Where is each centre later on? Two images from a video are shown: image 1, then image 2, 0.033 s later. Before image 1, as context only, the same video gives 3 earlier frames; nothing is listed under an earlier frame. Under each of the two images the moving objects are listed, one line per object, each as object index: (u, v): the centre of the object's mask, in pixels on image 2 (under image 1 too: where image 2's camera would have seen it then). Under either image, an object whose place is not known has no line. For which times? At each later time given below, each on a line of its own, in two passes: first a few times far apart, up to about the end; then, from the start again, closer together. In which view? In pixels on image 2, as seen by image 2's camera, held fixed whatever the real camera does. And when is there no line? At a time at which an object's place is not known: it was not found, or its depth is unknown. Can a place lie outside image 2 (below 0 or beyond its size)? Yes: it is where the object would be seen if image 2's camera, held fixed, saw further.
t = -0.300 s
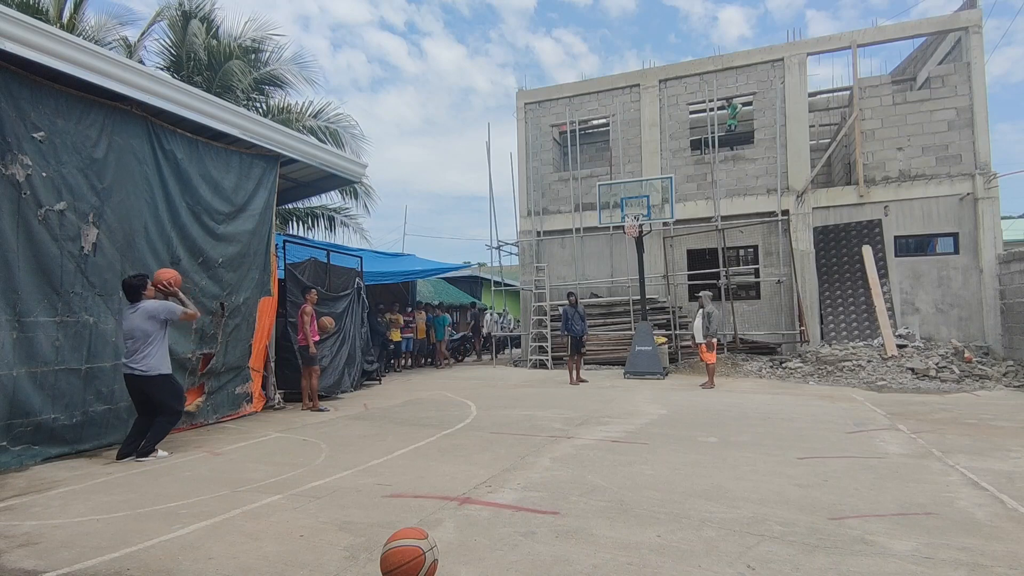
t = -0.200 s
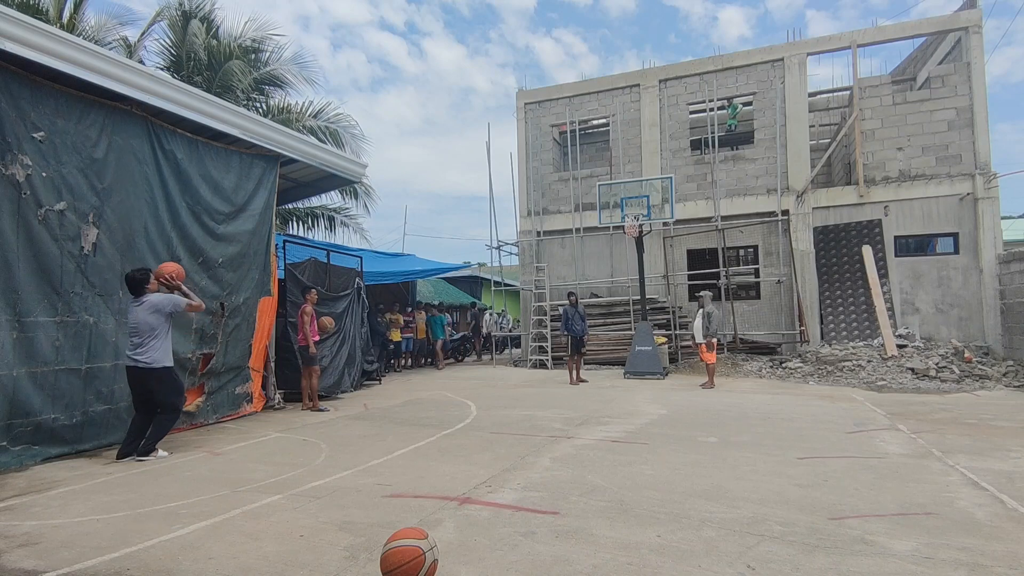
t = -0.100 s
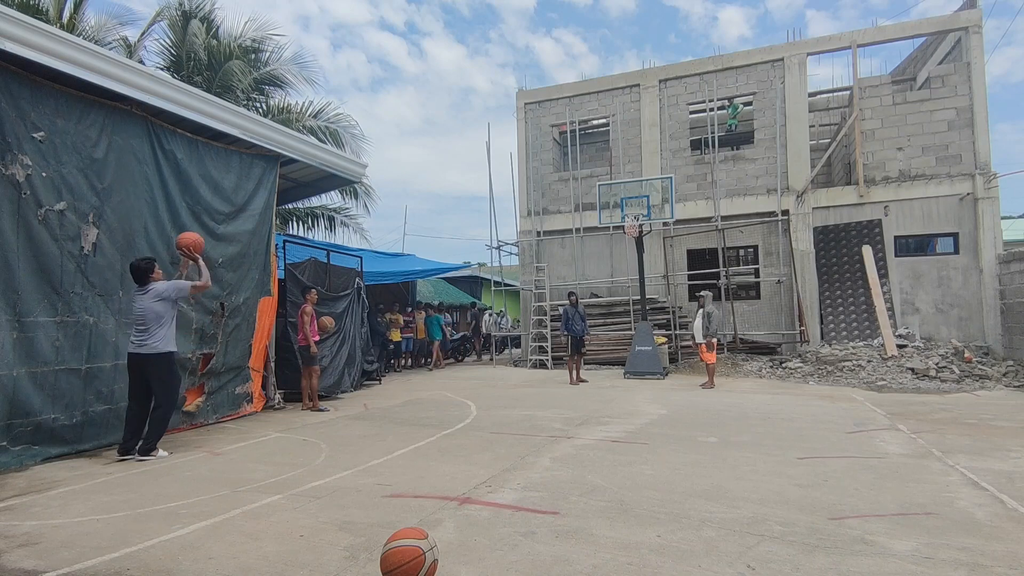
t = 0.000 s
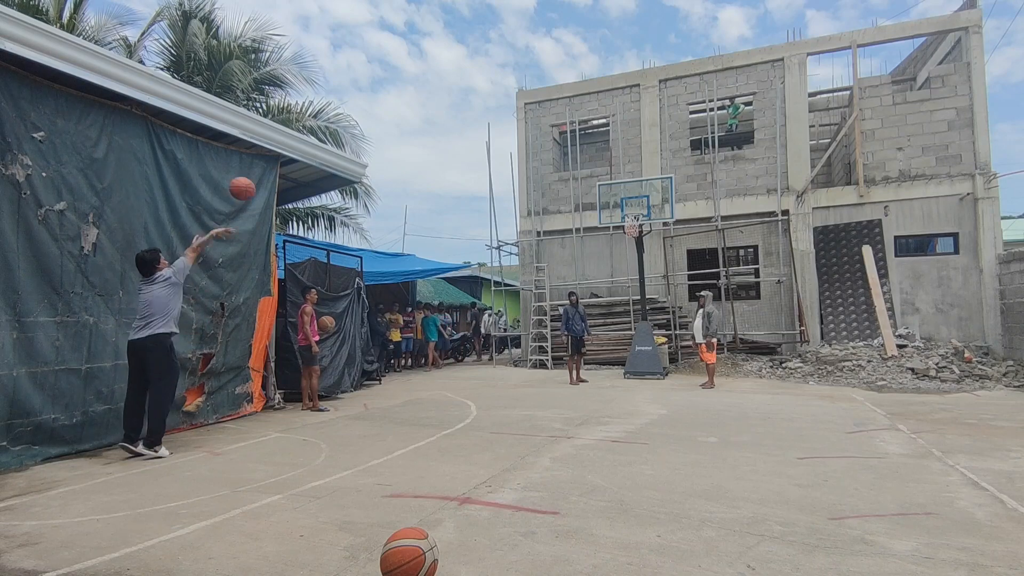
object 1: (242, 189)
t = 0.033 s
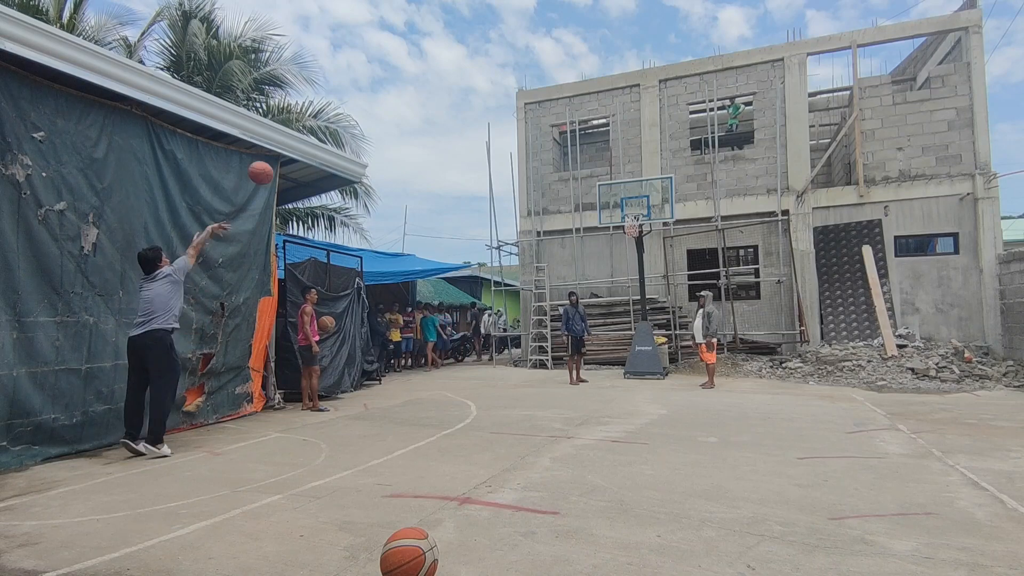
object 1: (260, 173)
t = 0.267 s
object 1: (371, 103)
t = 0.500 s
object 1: (456, 85)
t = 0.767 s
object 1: (533, 111)
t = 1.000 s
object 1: (590, 163)
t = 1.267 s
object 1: (598, 204)
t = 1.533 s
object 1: (524, 210)
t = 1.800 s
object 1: (442, 265)
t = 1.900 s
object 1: (408, 299)
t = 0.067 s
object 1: (279, 159)
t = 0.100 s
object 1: (295, 146)
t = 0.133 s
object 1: (312, 135)
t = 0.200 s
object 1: (343, 116)
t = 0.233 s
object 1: (357, 109)
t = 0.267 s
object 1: (371, 103)
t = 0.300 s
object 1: (384, 98)
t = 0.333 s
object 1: (397, 94)
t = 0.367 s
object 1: (410, 90)
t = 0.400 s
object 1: (422, 88)
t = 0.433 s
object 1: (434, 86)
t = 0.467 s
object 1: (445, 85)
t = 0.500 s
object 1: (456, 85)
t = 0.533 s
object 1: (466, 86)
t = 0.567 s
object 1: (477, 88)
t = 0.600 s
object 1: (487, 90)
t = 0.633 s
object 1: (497, 93)
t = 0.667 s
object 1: (506, 97)
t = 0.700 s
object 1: (515, 101)
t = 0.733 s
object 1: (524, 106)
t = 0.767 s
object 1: (533, 111)
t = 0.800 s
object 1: (542, 117)
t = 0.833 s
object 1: (551, 124)
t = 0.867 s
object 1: (559, 130)
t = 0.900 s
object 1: (567, 138)
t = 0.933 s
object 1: (575, 145)
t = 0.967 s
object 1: (582, 154)
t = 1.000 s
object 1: (590, 163)
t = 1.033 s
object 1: (597, 172)
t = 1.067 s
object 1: (604, 182)
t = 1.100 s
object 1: (611, 192)
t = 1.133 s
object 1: (618, 203)
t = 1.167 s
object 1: (624, 212)
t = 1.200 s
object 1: (615, 209)
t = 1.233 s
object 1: (607, 206)
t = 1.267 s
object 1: (598, 204)
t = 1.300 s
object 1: (589, 203)
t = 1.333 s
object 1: (580, 202)
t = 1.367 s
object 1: (571, 201)
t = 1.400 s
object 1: (561, 202)
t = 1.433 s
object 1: (552, 203)
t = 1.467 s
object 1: (543, 204)
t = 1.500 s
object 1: (533, 207)
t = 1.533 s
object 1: (524, 210)
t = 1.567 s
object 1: (514, 214)
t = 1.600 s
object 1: (504, 218)
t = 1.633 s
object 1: (494, 224)
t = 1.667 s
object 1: (484, 231)
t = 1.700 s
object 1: (474, 238)
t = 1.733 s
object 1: (463, 246)
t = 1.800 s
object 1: (442, 265)
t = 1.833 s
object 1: (431, 275)
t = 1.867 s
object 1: (420, 287)
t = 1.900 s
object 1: (408, 299)
